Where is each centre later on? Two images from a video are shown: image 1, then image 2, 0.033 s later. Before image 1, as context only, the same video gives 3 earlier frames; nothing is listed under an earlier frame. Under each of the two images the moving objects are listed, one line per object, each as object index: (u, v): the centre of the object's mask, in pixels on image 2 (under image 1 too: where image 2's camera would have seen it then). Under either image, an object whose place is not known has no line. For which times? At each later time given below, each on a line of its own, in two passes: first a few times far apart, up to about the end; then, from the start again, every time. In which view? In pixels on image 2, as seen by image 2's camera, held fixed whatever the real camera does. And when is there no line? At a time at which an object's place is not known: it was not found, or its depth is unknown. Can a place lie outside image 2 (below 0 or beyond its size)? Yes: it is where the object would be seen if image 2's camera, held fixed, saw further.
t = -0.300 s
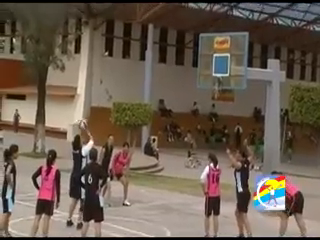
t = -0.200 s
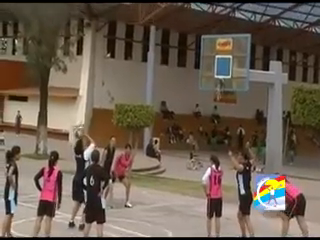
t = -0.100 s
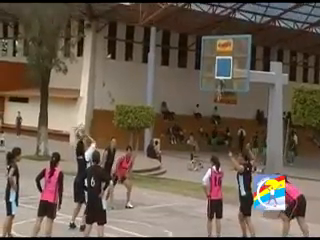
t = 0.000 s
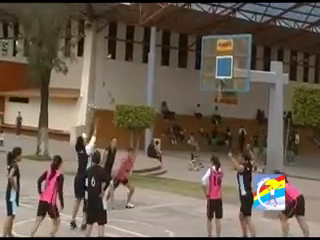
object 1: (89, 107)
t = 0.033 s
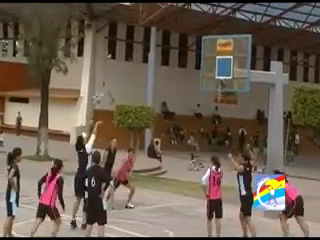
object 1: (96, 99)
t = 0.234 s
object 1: (127, 61)
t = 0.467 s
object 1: (160, 46)
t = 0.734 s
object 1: (191, 59)
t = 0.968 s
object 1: (191, 71)
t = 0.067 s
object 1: (103, 91)
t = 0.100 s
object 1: (107, 84)
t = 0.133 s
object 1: (111, 76)
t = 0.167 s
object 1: (116, 71)
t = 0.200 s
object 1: (122, 67)
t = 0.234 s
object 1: (127, 61)
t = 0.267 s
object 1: (132, 57)
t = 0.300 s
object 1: (136, 55)
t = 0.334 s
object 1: (141, 53)
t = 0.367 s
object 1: (145, 50)
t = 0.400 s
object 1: (150, 49)
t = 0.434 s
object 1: (156, 44)
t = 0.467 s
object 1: (160, 46)
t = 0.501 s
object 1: (164, 47)
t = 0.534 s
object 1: (168, 47)
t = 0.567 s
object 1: (172, 47)
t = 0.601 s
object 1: (176, 48)
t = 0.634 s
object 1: (180, 51)
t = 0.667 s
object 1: (184, 54)
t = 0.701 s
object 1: (187, 57)
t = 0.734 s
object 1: (191, 59)
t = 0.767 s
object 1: (195, 63)
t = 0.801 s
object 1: (200, 67)
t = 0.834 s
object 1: (204, 73)
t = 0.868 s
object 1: (204, 75)
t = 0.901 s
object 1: (199, 74)
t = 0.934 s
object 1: (196, 72)
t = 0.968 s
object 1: (191, 71)
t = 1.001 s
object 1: (187, 71)
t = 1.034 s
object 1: (182, 71)
